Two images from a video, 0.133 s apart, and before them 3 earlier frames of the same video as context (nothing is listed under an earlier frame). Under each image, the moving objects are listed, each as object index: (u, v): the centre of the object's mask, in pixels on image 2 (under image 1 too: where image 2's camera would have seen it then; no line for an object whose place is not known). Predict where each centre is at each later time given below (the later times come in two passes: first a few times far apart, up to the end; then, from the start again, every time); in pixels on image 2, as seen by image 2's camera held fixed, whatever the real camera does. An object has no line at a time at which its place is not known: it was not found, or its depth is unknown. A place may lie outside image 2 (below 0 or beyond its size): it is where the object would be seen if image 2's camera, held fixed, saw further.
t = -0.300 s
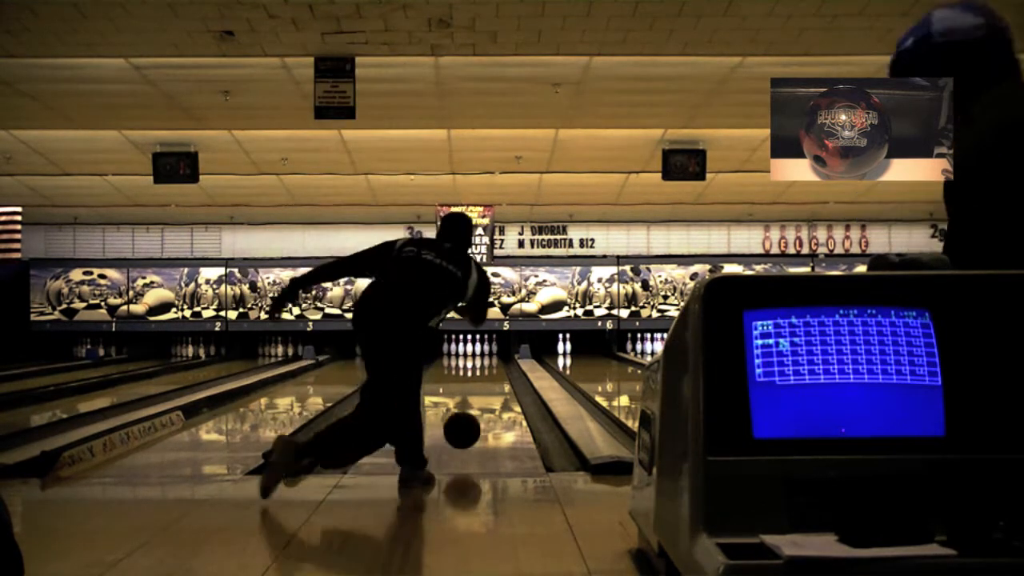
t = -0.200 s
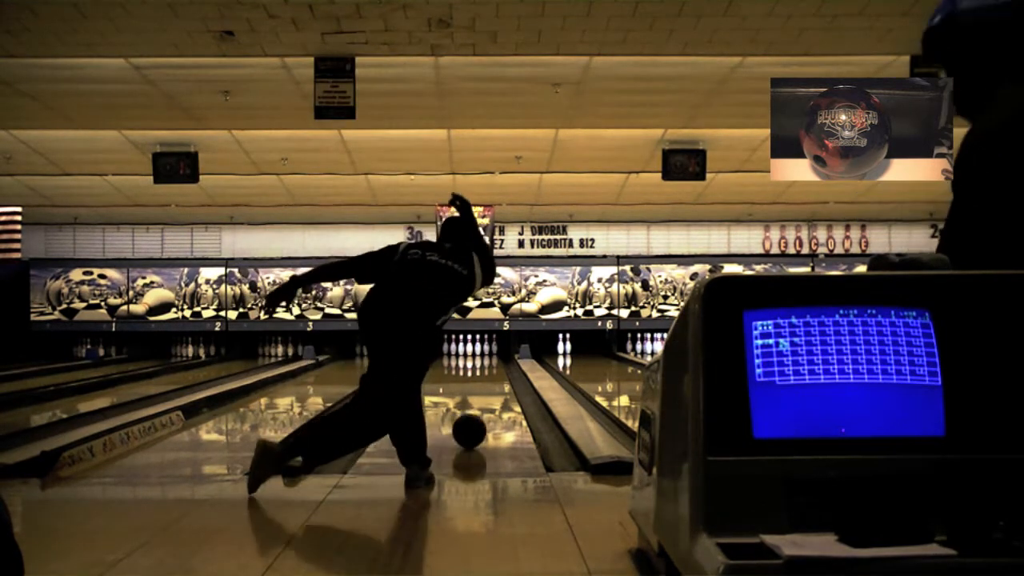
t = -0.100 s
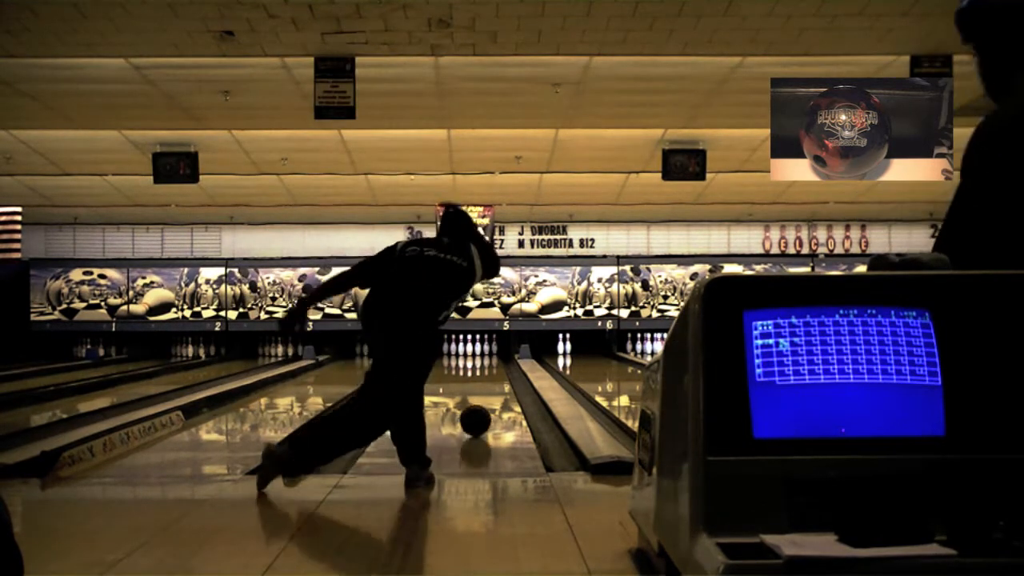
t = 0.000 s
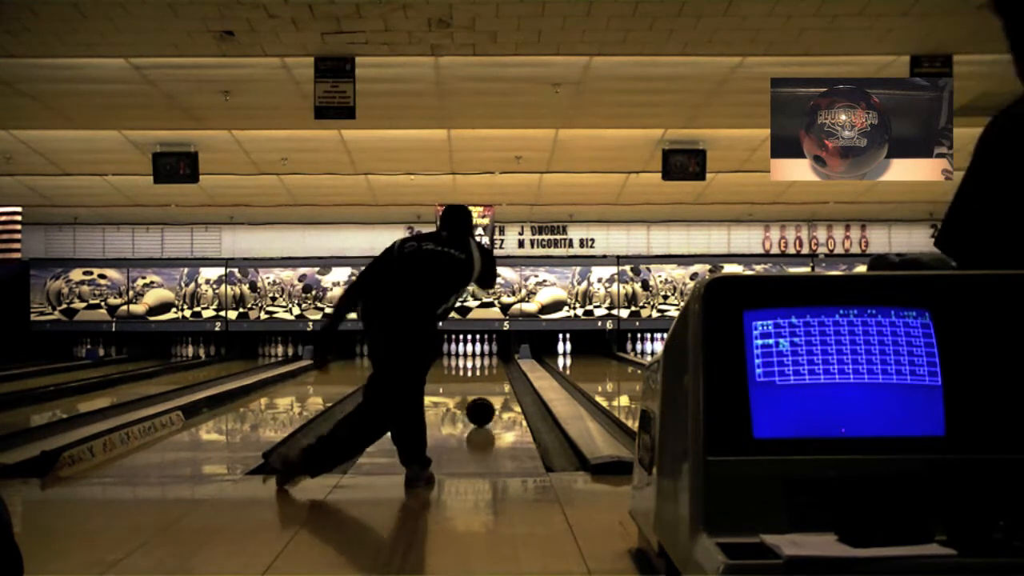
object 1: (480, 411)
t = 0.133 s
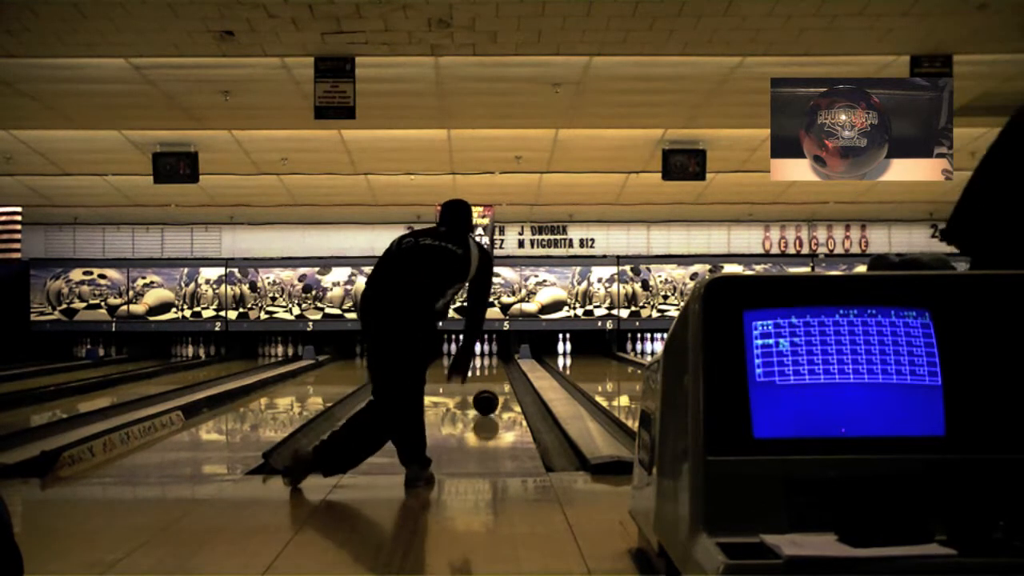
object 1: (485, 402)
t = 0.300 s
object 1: (491, 392)
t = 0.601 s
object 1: (497, 379)
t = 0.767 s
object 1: (499, 373)
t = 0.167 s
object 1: (487, 400)
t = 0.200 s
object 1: (488, 398)
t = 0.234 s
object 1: (489, 396)
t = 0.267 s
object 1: (490, 394)
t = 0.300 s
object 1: (491, 392)
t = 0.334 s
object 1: (491, 391)
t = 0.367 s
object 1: (492, 389)
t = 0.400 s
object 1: (493, 388)
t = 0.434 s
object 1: (494, 386)
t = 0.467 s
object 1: (495, 385)
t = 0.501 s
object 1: (495, 383)
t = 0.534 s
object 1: (496, 382)
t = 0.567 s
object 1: (496, 380)
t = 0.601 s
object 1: (497, 379)
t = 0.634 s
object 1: (497, 378)
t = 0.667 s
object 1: (498, 377)
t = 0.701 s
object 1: (498, 376)
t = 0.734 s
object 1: (498, 375)
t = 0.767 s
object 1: (499, 373)
